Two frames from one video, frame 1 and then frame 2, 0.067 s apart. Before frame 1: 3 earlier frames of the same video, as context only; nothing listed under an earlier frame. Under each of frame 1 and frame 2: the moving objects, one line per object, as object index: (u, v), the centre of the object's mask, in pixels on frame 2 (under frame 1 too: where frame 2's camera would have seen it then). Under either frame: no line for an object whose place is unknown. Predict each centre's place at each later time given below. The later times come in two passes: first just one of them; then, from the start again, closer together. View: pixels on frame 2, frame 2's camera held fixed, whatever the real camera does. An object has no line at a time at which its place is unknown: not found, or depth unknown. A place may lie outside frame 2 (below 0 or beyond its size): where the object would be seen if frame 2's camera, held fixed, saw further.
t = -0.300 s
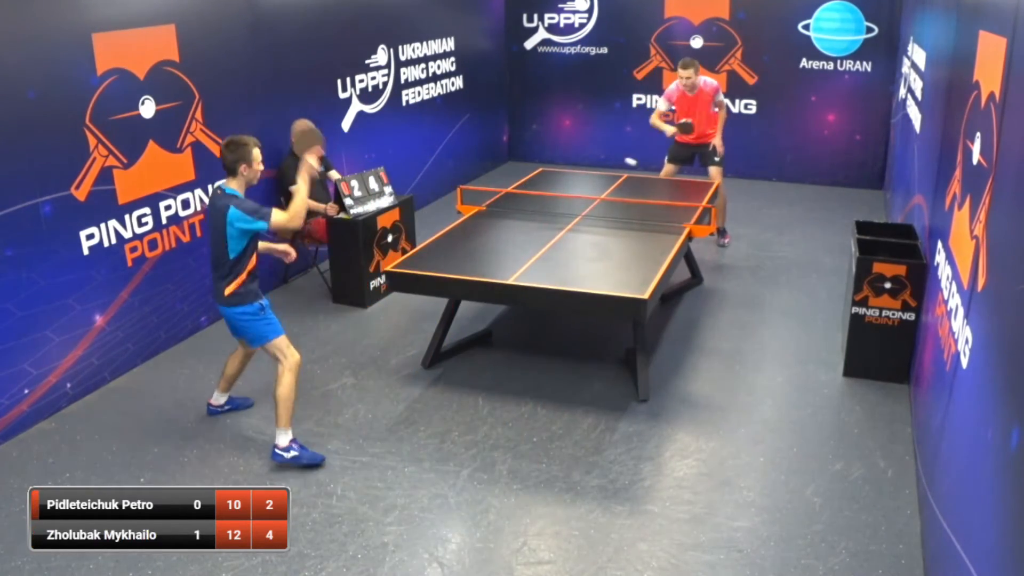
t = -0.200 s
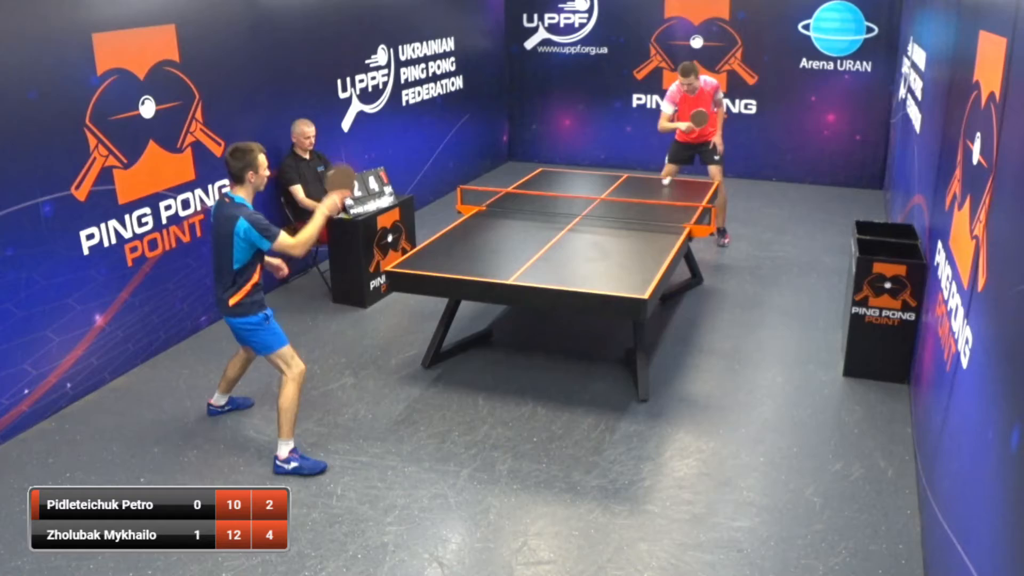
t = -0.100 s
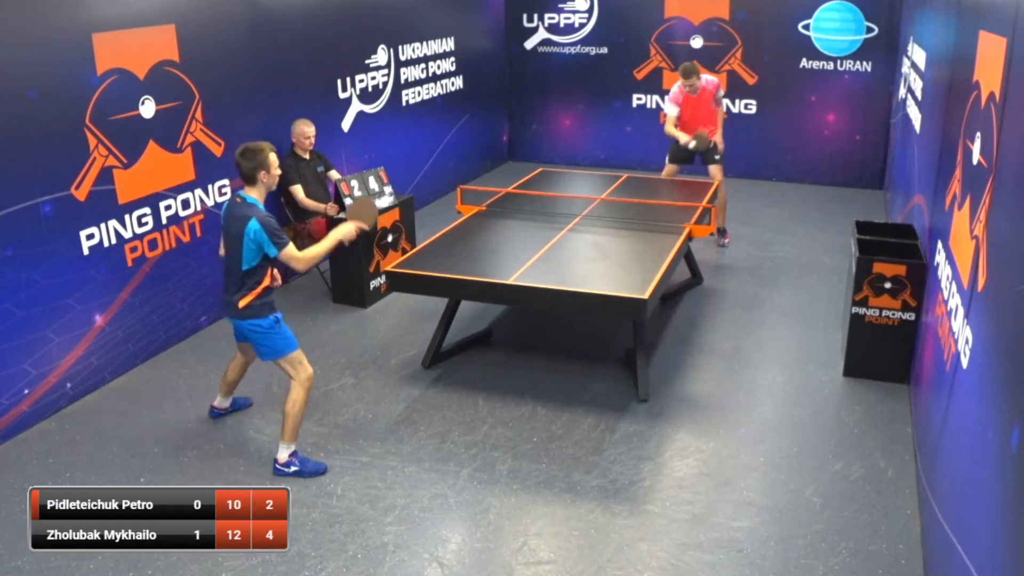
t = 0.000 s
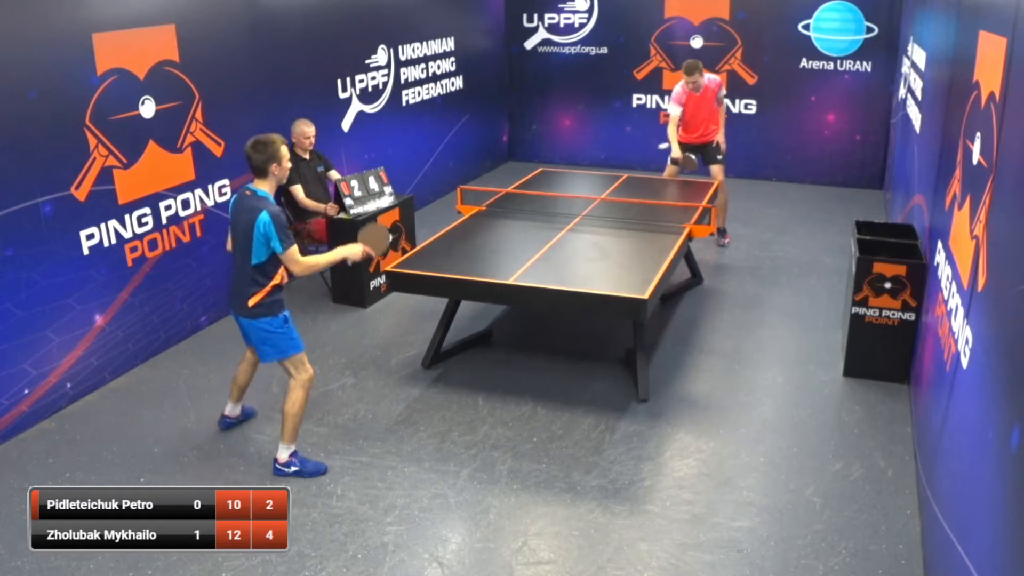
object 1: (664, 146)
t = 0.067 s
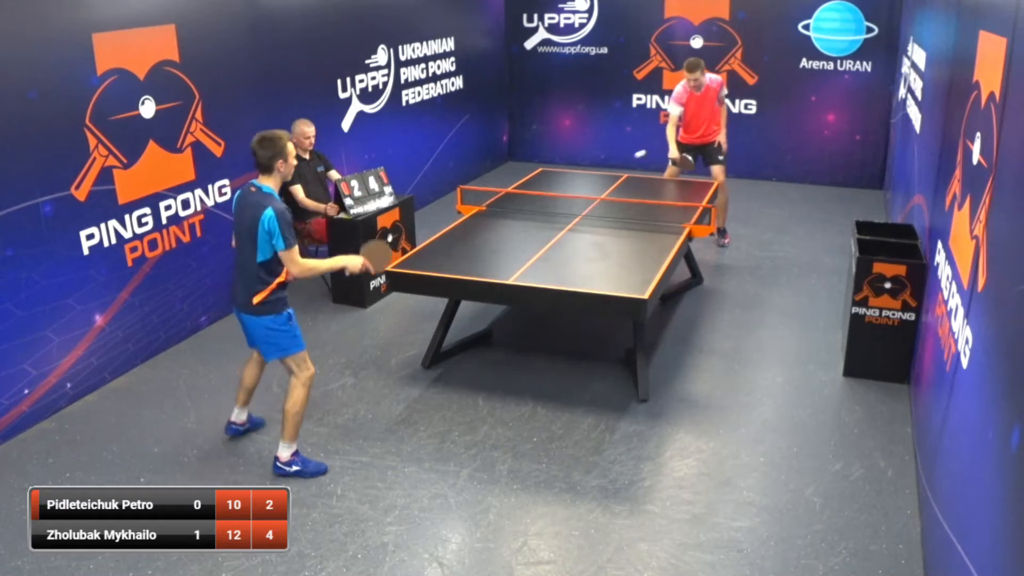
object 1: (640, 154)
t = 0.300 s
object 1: (536, 226)
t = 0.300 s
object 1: (536, 226)
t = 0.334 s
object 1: (527, 235)
